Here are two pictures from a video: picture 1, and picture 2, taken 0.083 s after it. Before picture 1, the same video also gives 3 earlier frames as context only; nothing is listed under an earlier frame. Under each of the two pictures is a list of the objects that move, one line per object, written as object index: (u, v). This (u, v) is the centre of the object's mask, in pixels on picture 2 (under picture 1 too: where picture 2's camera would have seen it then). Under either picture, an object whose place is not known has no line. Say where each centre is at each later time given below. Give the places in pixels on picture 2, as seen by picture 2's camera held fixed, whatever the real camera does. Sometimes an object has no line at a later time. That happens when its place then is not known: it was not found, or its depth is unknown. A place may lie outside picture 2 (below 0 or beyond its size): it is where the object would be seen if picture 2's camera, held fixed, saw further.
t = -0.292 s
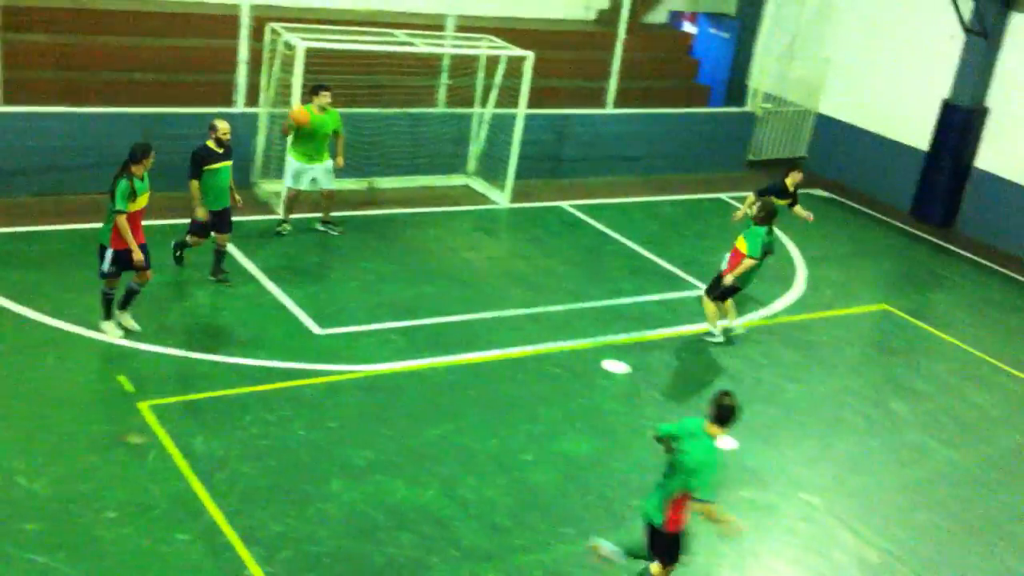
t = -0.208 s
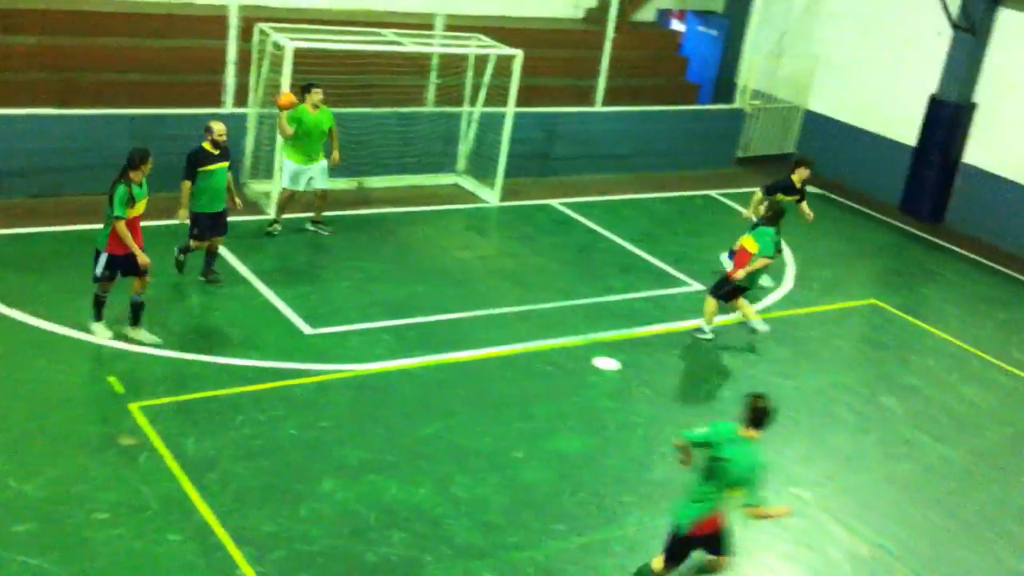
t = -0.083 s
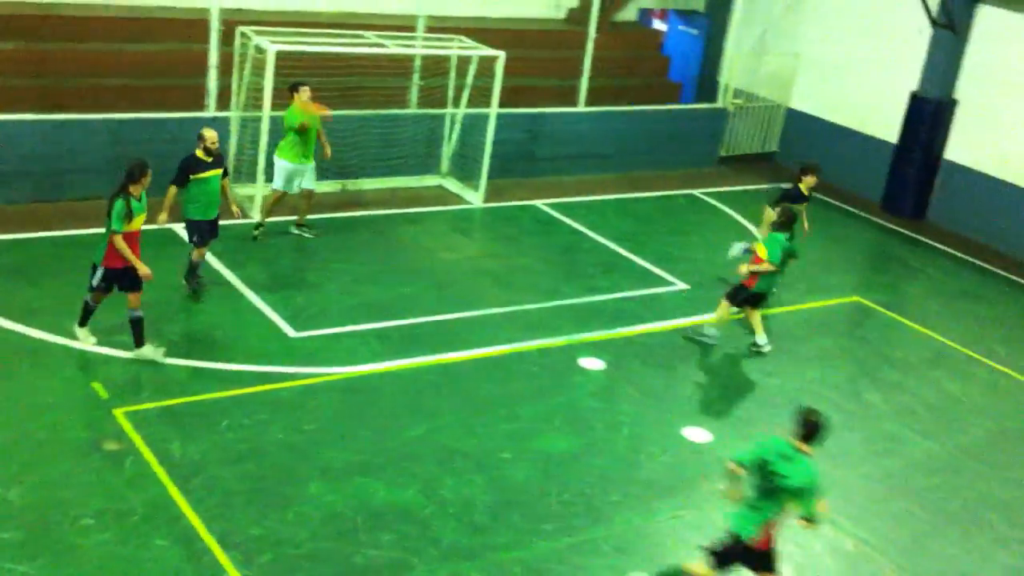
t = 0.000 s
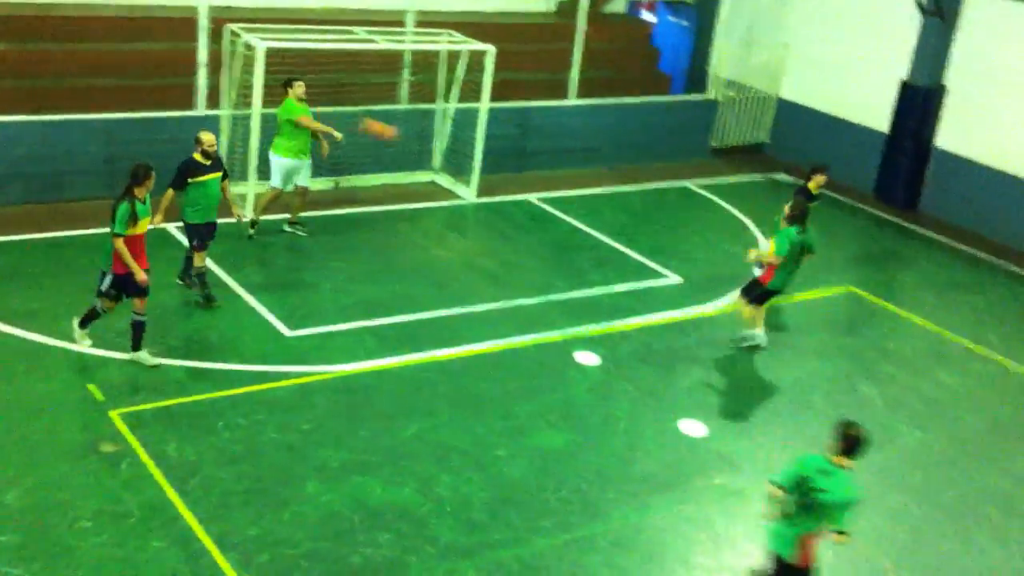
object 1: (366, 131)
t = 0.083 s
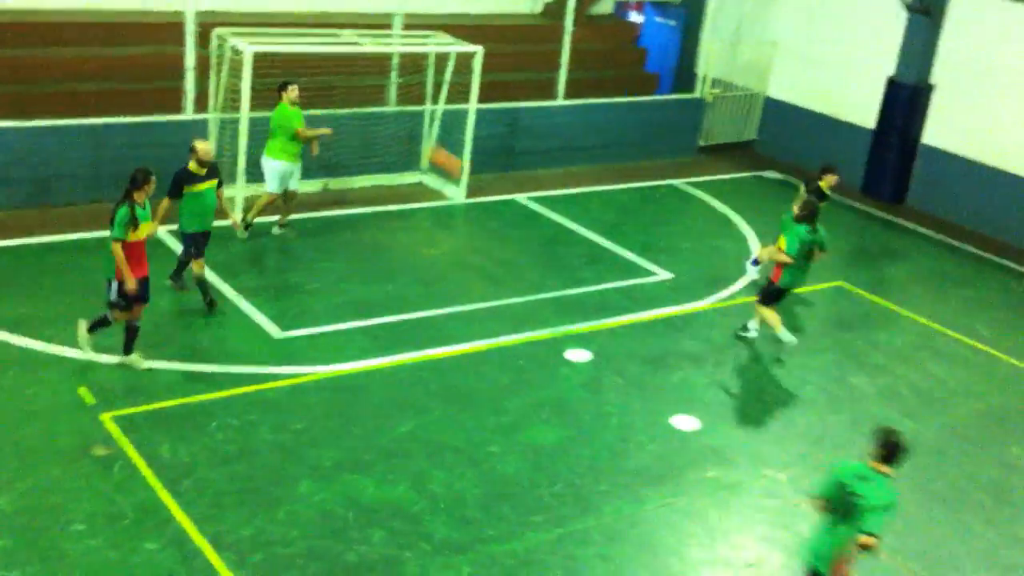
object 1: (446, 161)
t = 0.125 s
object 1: (487, 178)
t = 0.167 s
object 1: (526, 195)
